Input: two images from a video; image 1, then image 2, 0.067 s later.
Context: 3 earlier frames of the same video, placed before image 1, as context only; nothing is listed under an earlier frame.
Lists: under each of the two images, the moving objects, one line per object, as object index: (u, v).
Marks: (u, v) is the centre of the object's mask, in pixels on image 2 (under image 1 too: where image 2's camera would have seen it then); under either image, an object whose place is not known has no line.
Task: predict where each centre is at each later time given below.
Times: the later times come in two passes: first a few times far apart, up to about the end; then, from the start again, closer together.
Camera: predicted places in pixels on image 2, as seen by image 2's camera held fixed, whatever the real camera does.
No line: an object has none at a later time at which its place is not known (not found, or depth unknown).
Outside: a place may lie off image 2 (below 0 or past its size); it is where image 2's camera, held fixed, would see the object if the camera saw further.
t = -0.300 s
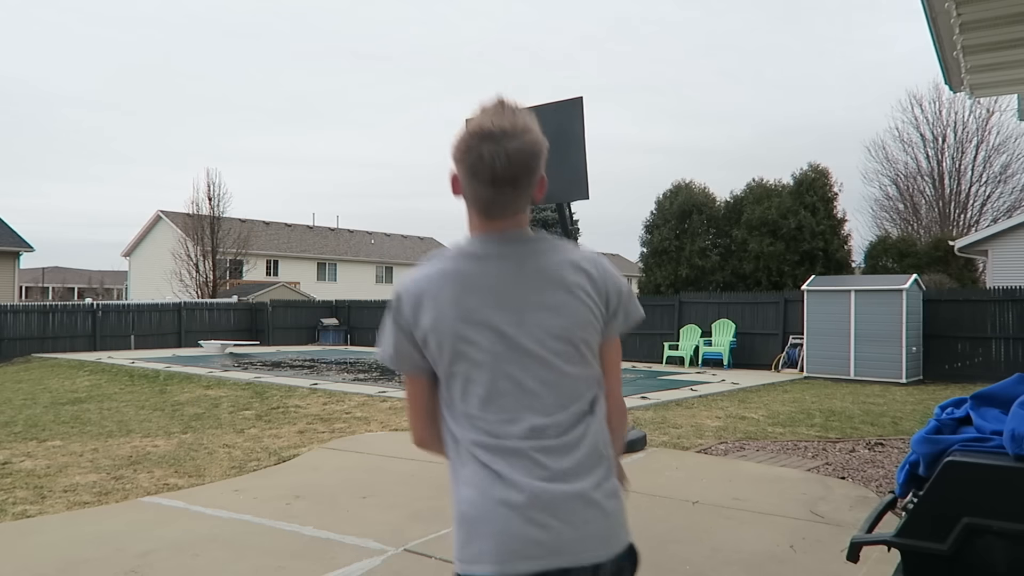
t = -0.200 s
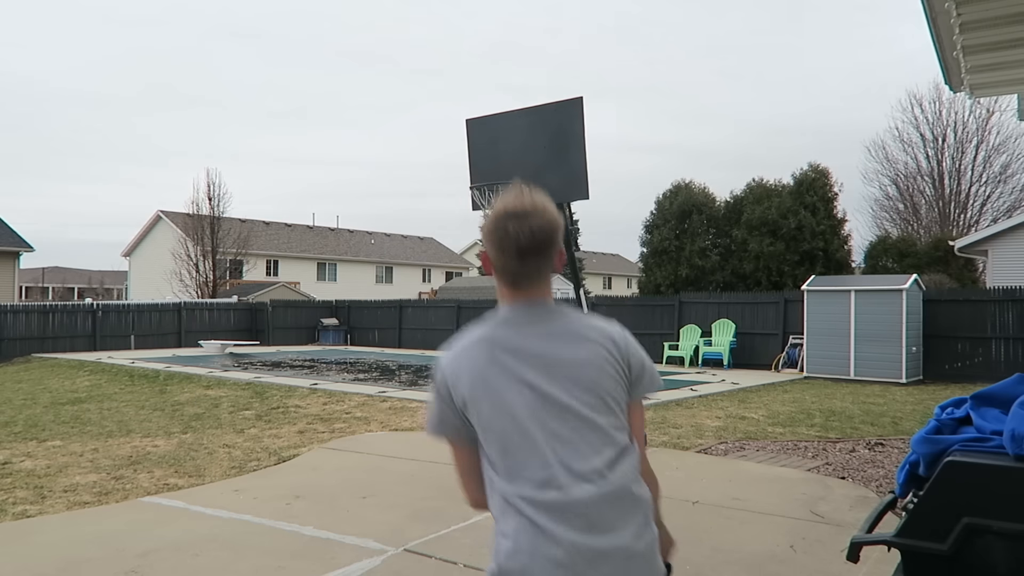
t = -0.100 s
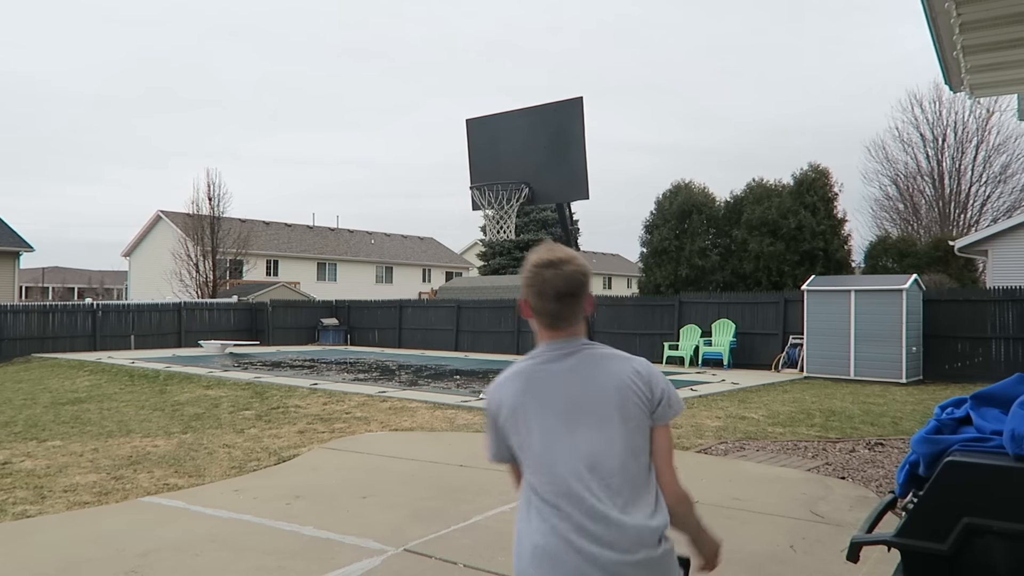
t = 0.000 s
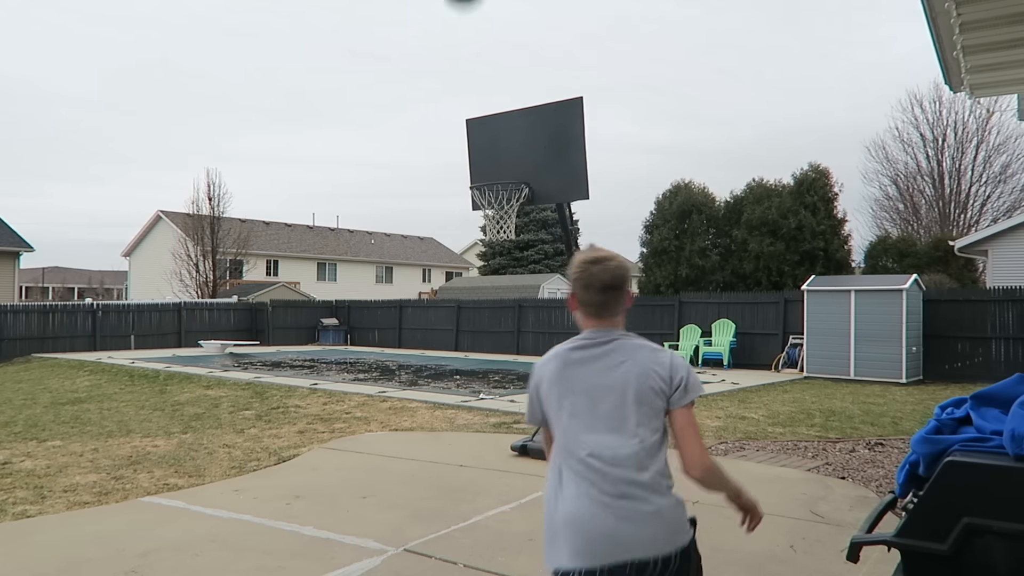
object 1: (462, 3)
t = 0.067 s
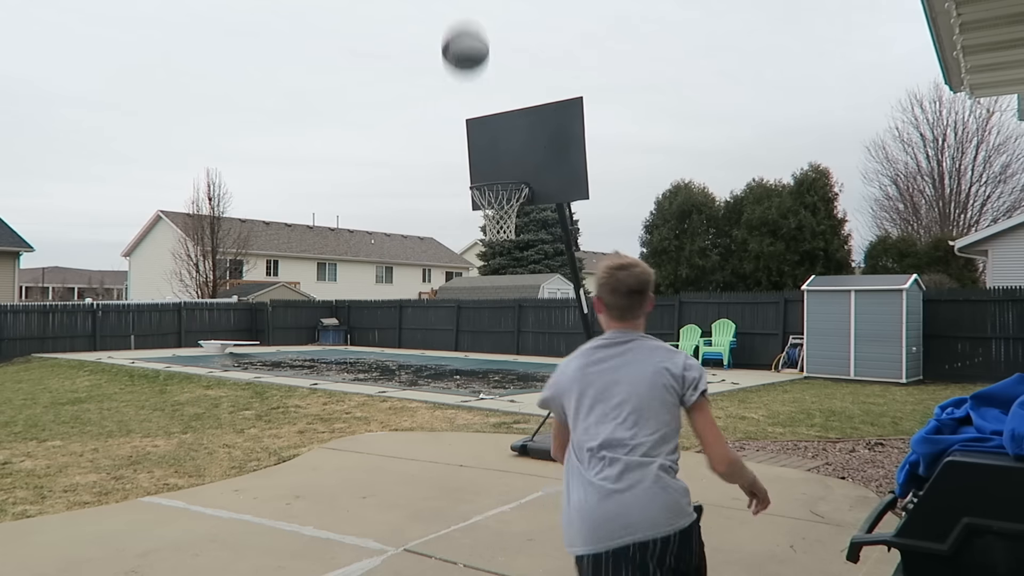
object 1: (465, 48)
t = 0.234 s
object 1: (469, 233)
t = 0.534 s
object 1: (478, 425)
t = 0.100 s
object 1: (466, 84)
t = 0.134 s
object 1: (468, 124)
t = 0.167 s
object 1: (470, 157)
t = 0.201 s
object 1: (469, 194)
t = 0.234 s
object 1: (469, 233)
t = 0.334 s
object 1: (472, 351)
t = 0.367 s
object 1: (471, 390)
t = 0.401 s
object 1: (472, 434)
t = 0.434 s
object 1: (473, 476)
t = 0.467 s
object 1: (474, 485)
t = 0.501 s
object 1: (476, 456)
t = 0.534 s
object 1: (478, 425)
